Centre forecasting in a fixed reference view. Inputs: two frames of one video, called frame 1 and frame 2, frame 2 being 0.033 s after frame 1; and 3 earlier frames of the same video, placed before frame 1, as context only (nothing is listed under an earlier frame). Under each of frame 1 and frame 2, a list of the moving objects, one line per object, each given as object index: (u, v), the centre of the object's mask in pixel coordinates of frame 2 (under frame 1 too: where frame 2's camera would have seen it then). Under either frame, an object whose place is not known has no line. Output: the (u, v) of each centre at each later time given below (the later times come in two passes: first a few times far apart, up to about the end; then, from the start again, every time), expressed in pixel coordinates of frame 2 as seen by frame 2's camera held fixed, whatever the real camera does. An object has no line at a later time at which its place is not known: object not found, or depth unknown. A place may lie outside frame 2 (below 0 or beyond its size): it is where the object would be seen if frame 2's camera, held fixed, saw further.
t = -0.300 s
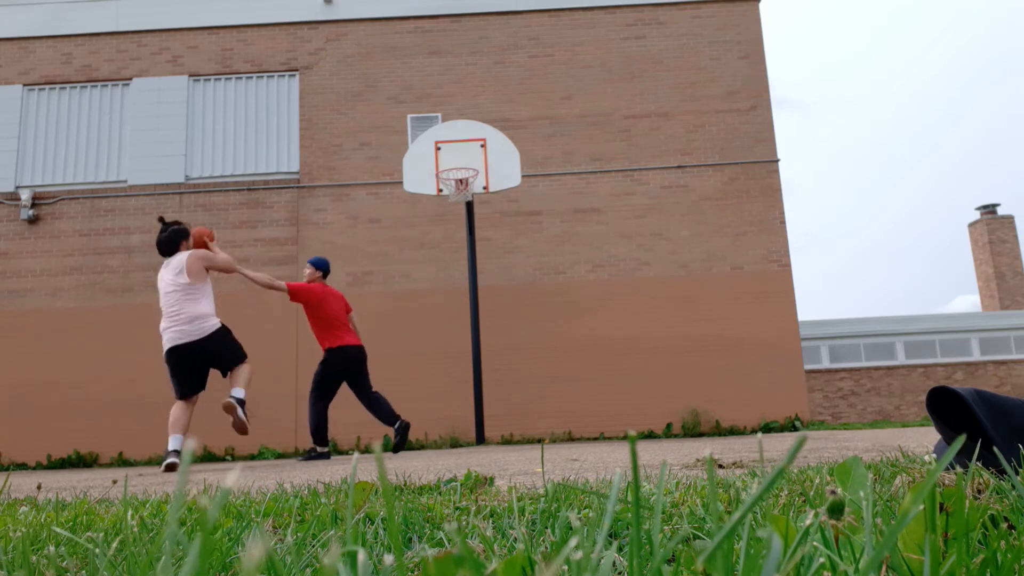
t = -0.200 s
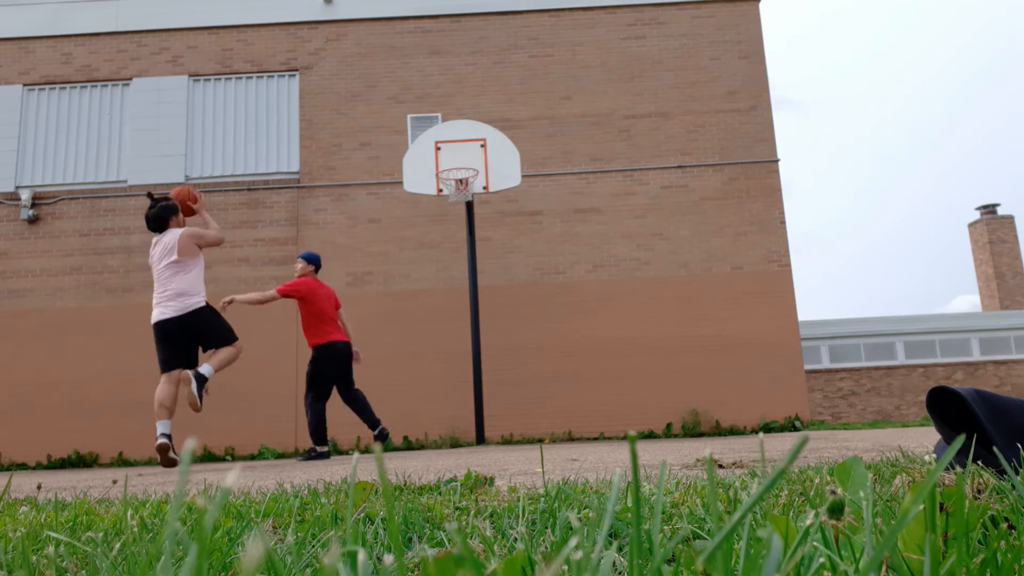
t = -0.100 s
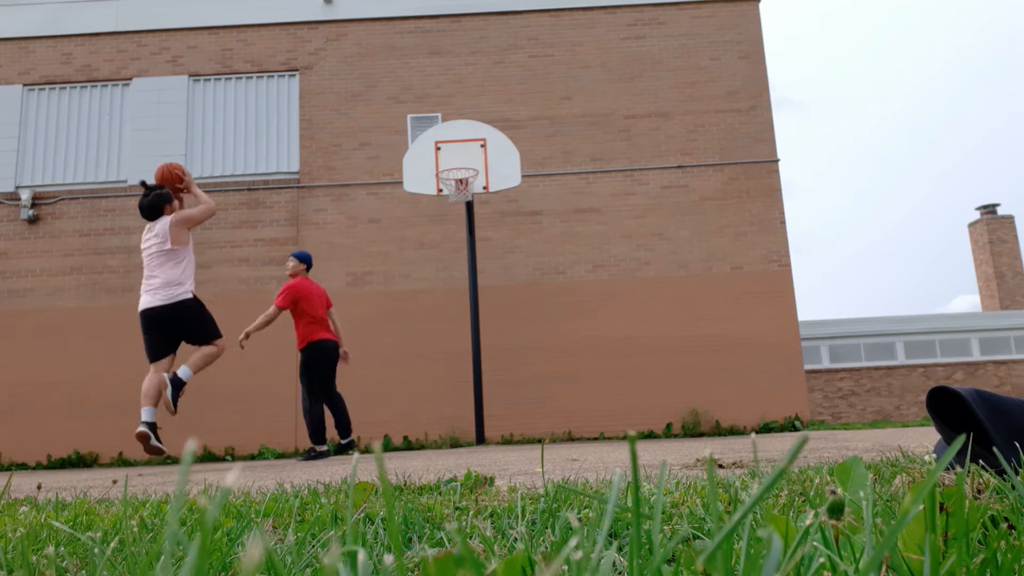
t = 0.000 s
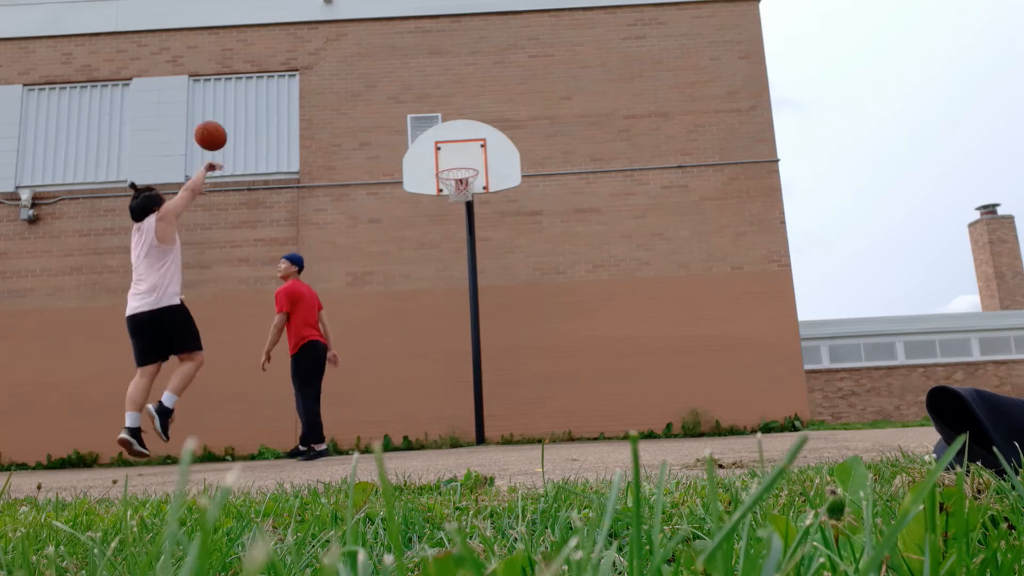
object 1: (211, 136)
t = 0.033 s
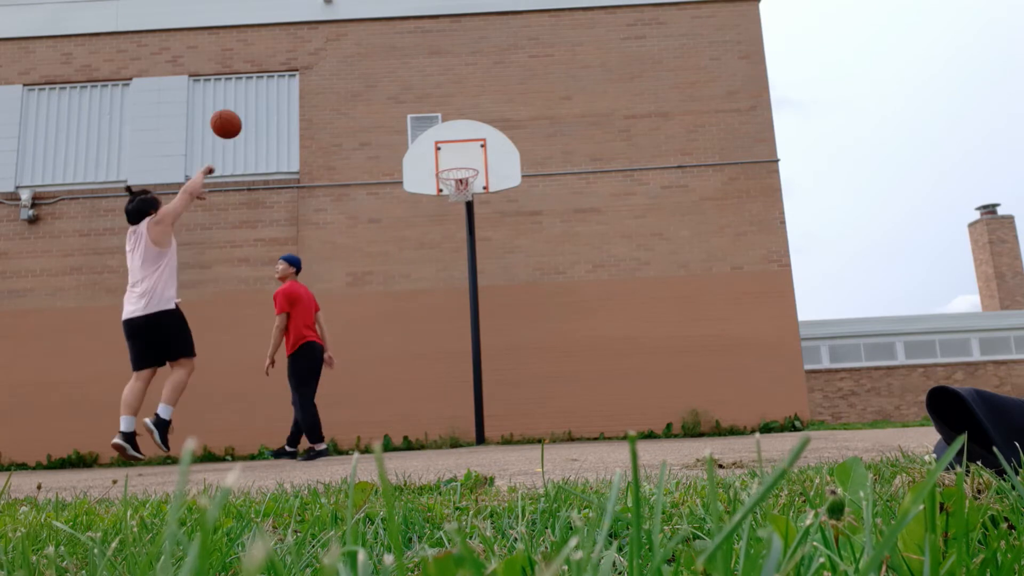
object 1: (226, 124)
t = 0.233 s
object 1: (305, 85)
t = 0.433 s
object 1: (370, 91)
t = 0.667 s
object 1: (433, 138)
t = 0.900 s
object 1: (463, 139)
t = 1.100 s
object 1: (475, 112)
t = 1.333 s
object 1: (493, 124)
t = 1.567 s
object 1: (518, 199)
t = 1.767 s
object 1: (546, 332)
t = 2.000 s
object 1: (573, 328)
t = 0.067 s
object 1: (240, 113)
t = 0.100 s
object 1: (254, 105)
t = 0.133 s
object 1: (268, 98)
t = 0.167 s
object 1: (281, 93)
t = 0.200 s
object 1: (293, 88)
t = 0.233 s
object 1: (305, 85)
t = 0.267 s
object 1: (317, 84)
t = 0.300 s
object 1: (328, 83)
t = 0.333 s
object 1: (339, 84)
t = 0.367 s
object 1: (350, 85)
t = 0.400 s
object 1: (361, 88)
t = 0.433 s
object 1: (370, 91)
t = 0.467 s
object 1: (380, 95)
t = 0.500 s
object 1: (389, 100)
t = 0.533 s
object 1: (398, 106)
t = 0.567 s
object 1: (407, 113)
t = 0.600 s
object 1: (416, 121)
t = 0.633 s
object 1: (424, 129)
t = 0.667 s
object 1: (433, 138)
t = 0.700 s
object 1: (441, 147)
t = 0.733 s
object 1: (449, 157)
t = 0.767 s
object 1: (457, 170)
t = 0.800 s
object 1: (459, 163)
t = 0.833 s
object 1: (460, 154)
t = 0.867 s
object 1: (462, 146)
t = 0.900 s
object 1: (463, 139)
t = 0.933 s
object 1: (465, 132)
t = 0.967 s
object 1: (467, 127)
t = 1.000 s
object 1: (469, 122)
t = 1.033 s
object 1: (471, 118)
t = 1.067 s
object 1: (473, 114)
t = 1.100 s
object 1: (475, 112)
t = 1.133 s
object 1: (477, 111)
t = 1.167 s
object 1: (479, 110)
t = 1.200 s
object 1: (482, 111)
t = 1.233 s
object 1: (484, 112)
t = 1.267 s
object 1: (487, 115)
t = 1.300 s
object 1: (490, 119)
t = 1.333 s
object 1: (493, 124)
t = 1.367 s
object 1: (496, 131)
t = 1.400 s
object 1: (499, 138)
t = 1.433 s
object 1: (503, 147)
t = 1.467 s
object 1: (506, 157)
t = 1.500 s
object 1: (510, 169)
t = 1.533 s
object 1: (513, 183)
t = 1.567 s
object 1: (518, 199)
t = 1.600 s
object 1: (521, 216)
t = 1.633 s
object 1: (526, 235)
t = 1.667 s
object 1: (531, 255)
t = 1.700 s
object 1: (535, 279)
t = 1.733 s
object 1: (541, 304)
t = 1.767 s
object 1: (546, 332)
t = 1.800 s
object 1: (553, 363)
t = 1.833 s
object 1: (559, 397)
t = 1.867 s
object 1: (566, 433)
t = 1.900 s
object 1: (568, 406)
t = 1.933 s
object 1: (570, 379)
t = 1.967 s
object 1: (571, 353)
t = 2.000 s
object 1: (573, 328)
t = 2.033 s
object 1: (575, 305)
